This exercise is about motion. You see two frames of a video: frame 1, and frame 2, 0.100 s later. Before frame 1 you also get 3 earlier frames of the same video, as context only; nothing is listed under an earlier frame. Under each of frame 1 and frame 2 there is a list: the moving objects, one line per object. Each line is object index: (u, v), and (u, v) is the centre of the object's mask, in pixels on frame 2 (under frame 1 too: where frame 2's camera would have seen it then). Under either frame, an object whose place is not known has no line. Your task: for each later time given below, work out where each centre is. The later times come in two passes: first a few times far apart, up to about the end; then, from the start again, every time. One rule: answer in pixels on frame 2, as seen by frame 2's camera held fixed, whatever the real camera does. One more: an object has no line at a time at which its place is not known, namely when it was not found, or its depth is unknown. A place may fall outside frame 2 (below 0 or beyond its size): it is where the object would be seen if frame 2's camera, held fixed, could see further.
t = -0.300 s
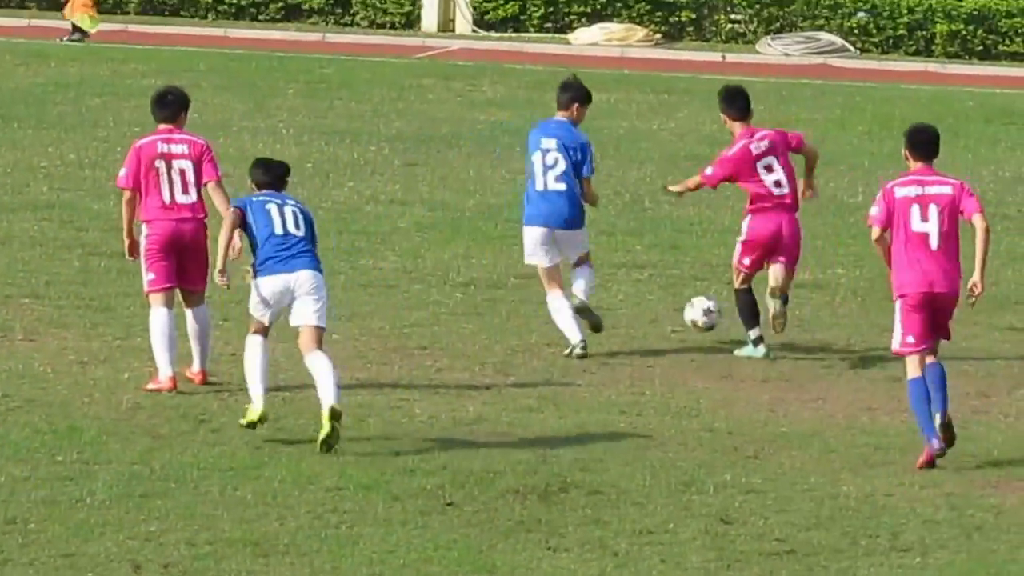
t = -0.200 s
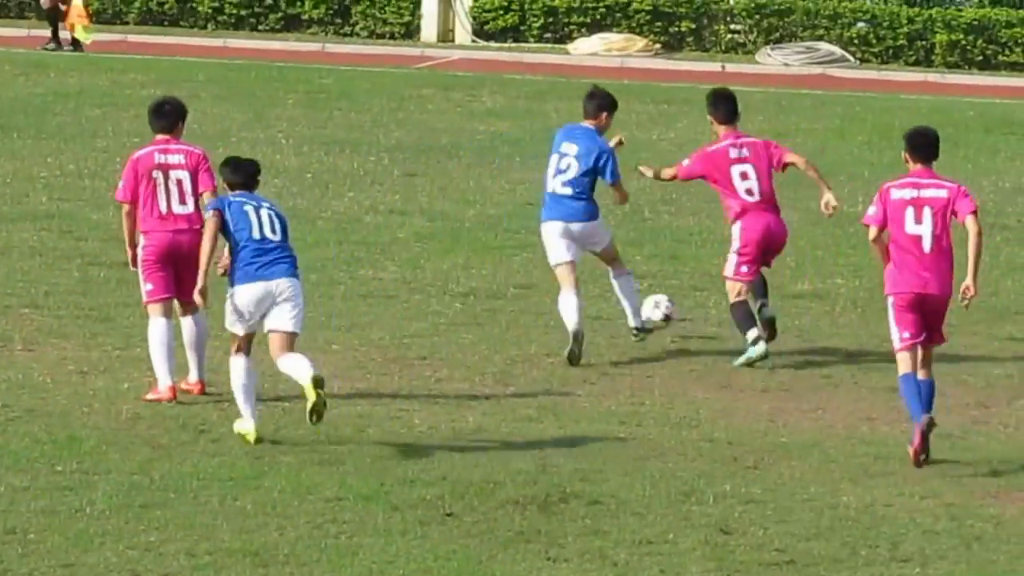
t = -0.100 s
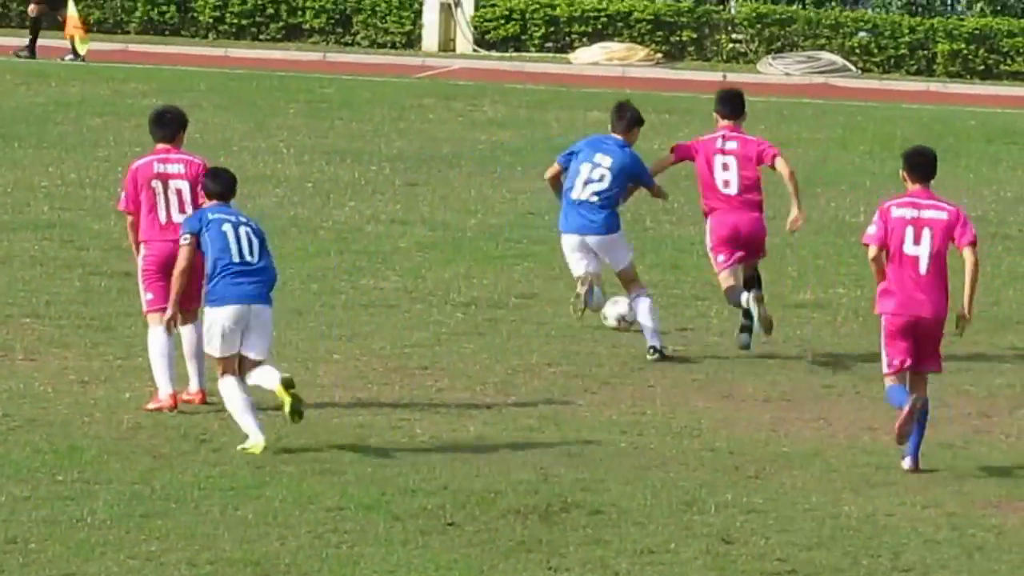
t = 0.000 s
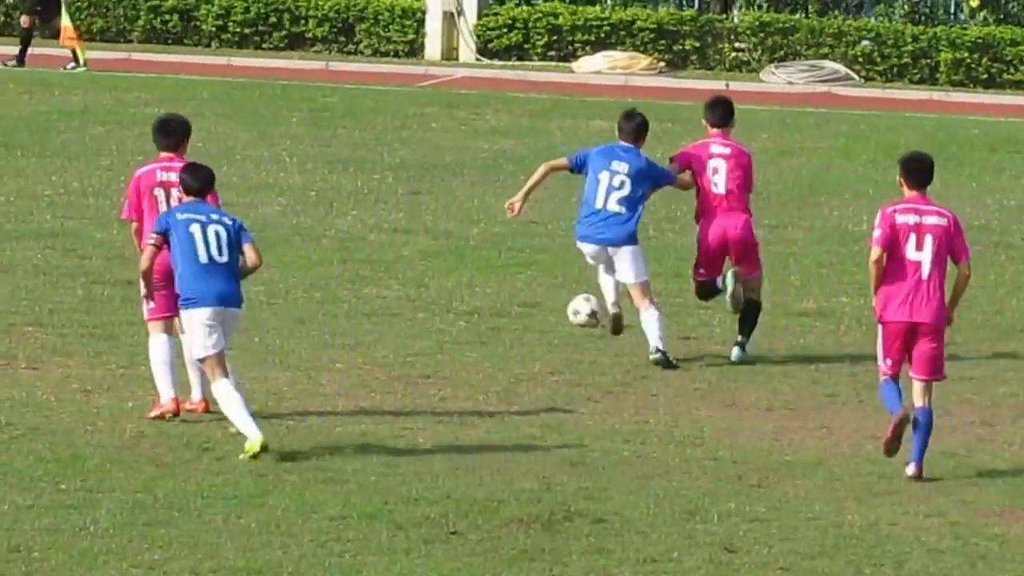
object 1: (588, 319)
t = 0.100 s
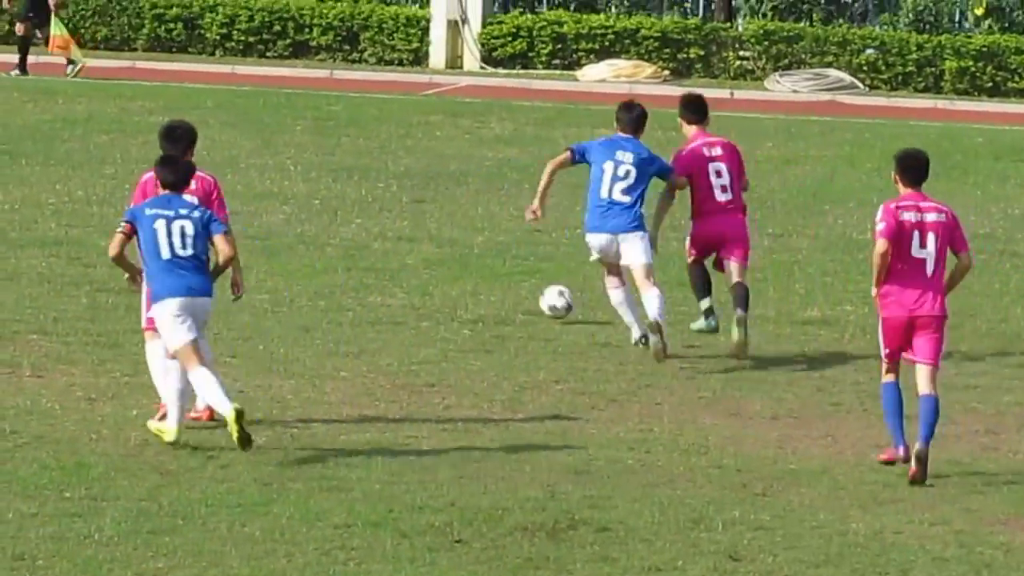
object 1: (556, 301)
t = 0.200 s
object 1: (524, 295)
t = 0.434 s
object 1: (461, 272)
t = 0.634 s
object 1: (418, 258)
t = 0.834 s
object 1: (382, 240)
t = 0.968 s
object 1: (359, 238)
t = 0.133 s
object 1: (545, 297)
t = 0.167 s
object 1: (534, 296)
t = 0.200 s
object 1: (524, 295)
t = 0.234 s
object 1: (515, 288)
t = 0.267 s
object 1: (505, 283)
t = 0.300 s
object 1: (497, 278)
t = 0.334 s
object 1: (487, 275)
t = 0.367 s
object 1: (477, 275)
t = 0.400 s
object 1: (469, 276)
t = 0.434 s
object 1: (461, 272)
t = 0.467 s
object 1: (453, 268)
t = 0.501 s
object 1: (446, 266)
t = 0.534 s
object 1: (439, 265)
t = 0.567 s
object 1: (430, 263)
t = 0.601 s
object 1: (424, 261)
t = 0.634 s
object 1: (418, 258)
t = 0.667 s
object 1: (412, 256)
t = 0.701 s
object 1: (405, 255)
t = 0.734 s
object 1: (398, 253)
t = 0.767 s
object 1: (393, 249)
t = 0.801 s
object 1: (387, 244)
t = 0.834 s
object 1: (382, 240)
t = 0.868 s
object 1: (376, 239)
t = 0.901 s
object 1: (370, 238)
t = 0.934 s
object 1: (364, 239)
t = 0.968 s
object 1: (359, 238)
